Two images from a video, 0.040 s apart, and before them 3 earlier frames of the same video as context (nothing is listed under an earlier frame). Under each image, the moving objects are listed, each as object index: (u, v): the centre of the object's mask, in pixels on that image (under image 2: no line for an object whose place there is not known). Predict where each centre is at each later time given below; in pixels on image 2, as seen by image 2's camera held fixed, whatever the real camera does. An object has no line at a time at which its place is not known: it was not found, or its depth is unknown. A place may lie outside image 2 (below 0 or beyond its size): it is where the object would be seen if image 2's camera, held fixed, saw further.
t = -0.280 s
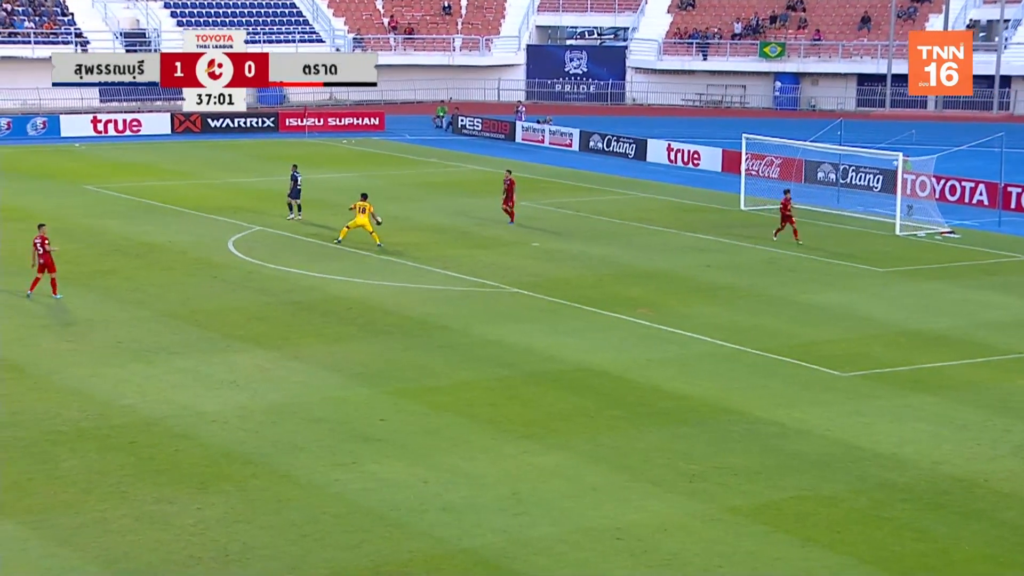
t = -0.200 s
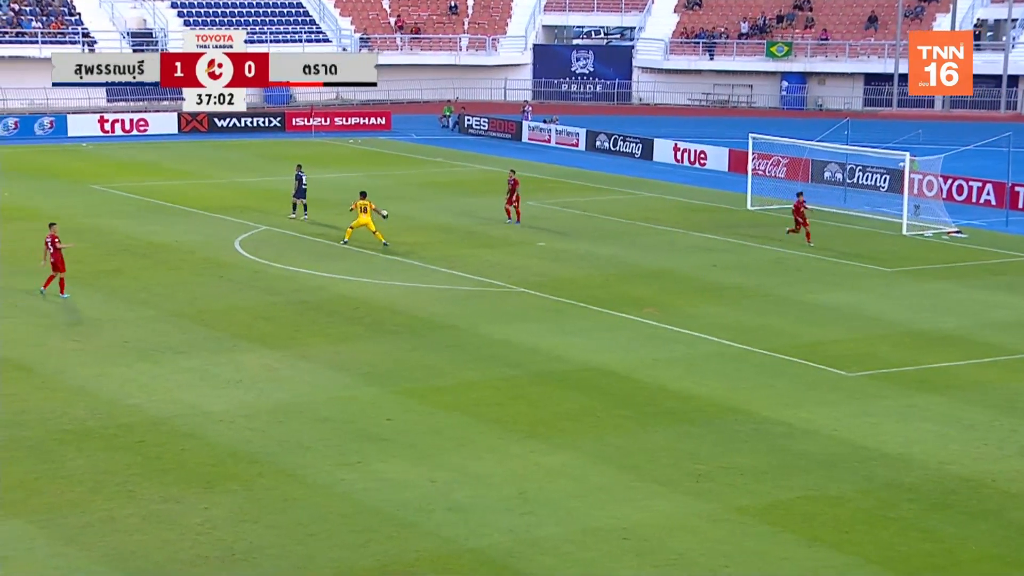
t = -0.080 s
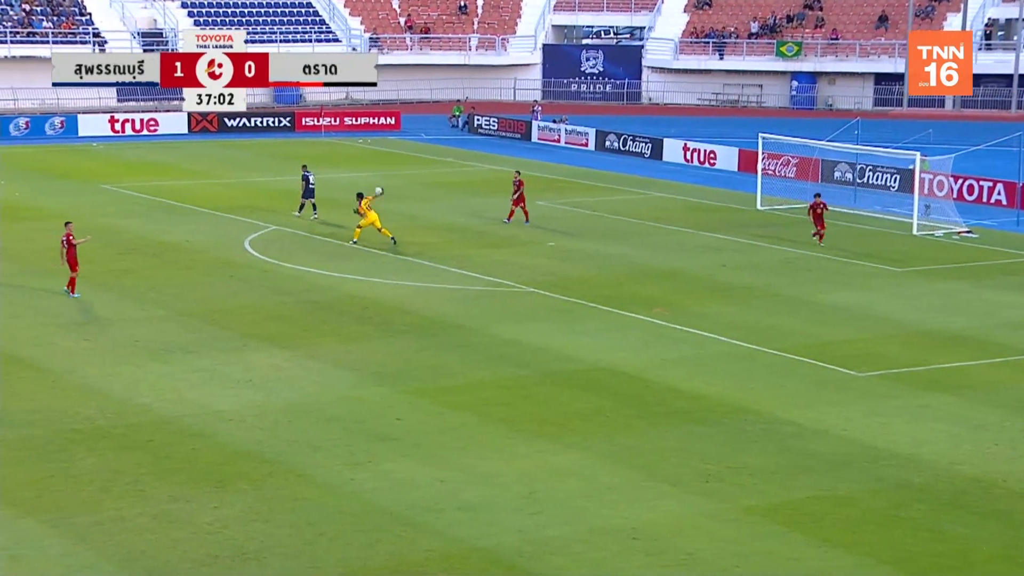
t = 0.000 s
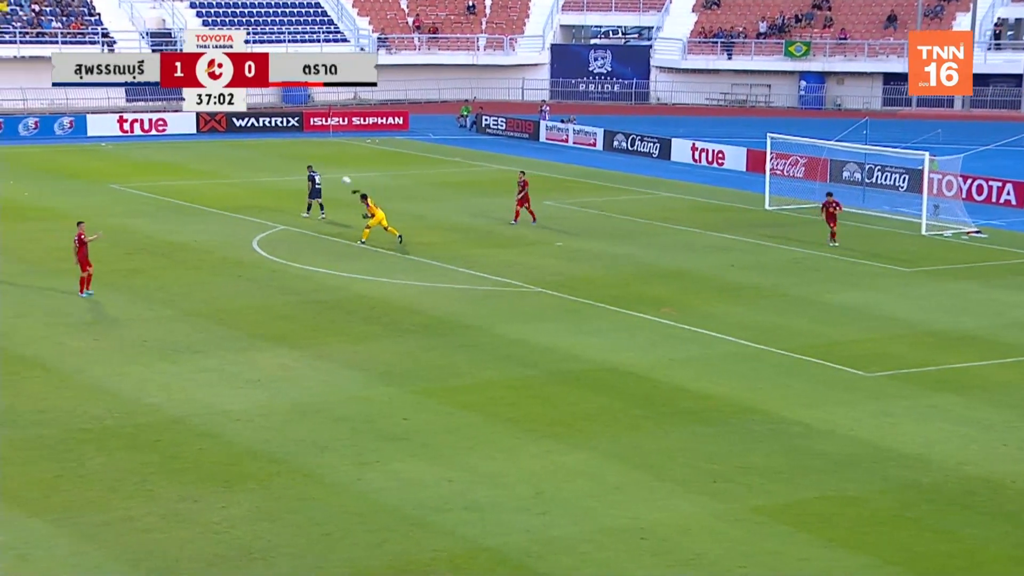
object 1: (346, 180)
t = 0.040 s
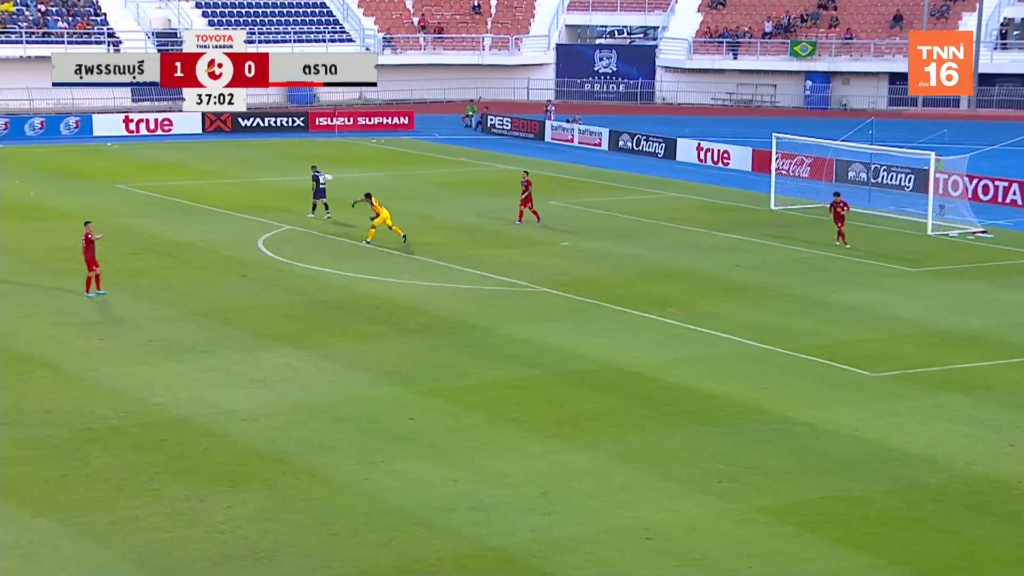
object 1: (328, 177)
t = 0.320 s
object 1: (171, 169)
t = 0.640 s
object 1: (7, 181)
